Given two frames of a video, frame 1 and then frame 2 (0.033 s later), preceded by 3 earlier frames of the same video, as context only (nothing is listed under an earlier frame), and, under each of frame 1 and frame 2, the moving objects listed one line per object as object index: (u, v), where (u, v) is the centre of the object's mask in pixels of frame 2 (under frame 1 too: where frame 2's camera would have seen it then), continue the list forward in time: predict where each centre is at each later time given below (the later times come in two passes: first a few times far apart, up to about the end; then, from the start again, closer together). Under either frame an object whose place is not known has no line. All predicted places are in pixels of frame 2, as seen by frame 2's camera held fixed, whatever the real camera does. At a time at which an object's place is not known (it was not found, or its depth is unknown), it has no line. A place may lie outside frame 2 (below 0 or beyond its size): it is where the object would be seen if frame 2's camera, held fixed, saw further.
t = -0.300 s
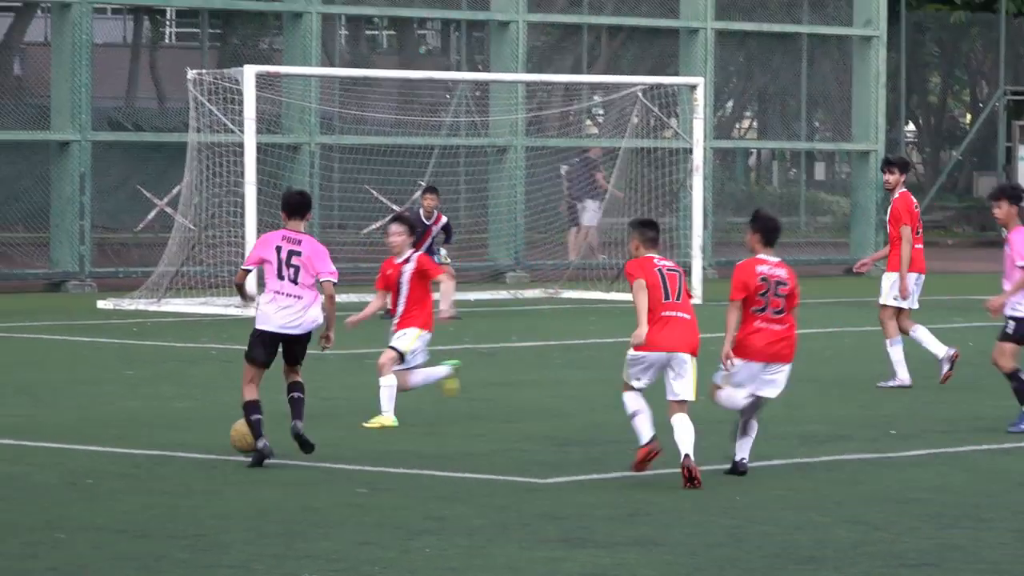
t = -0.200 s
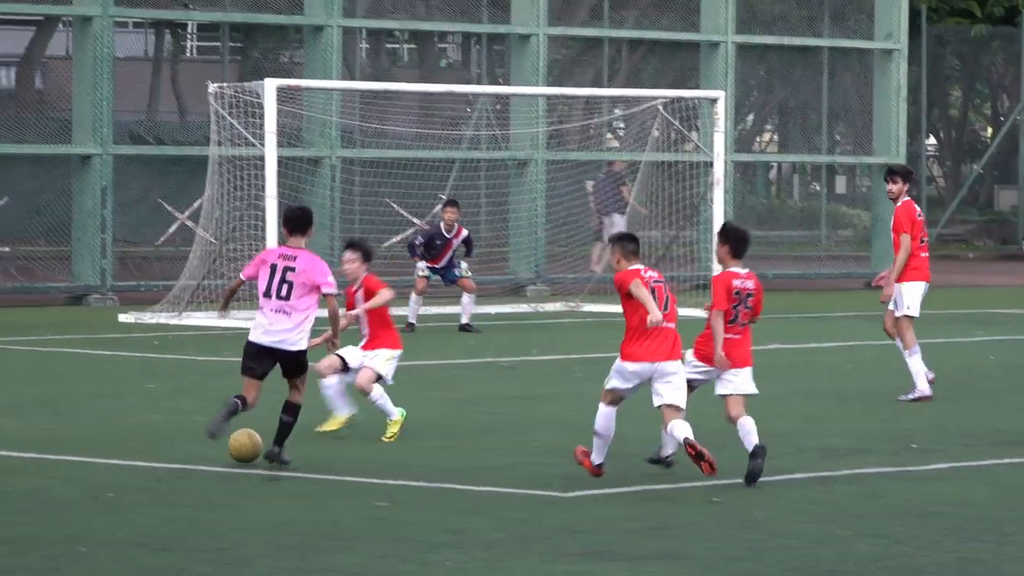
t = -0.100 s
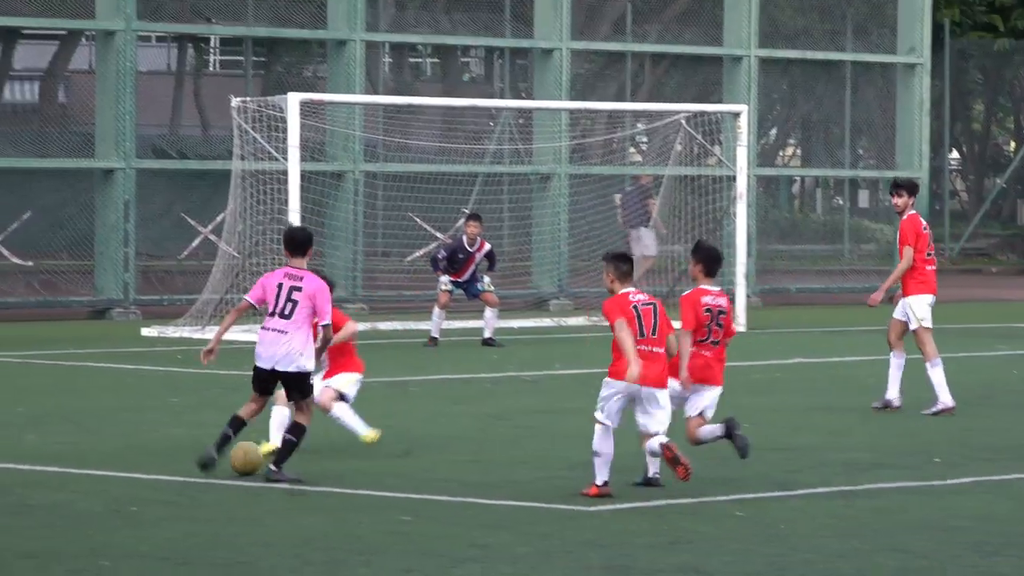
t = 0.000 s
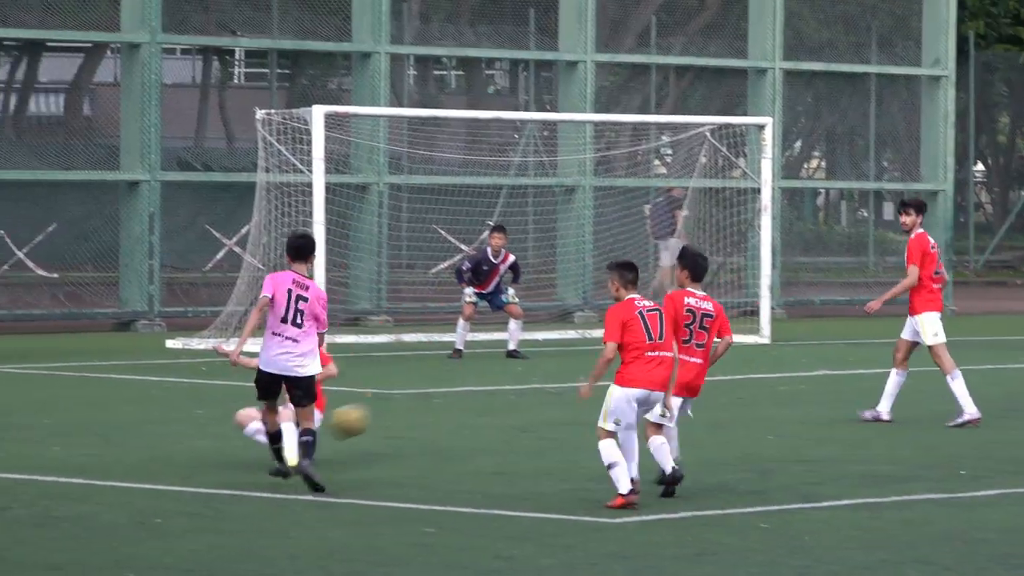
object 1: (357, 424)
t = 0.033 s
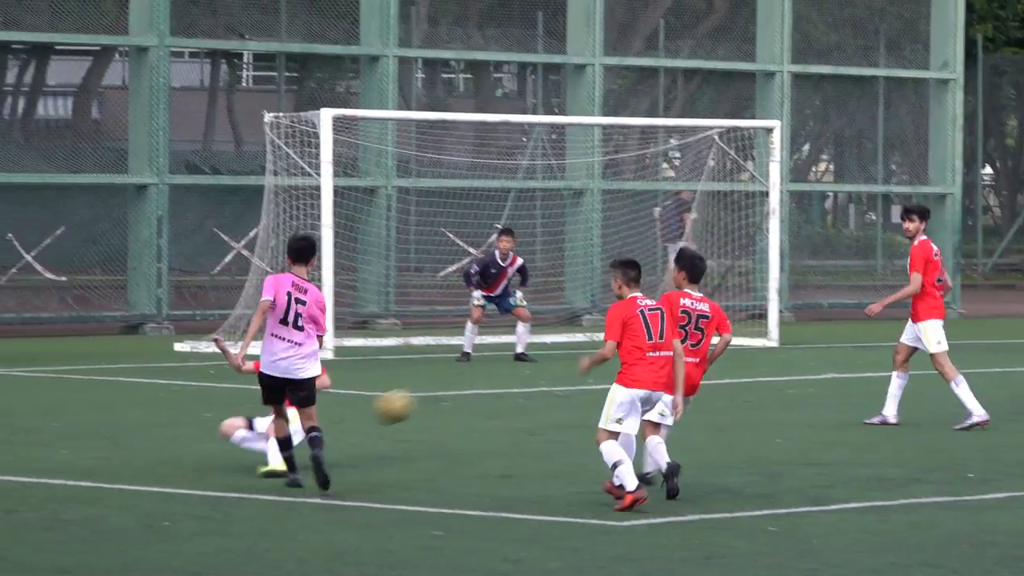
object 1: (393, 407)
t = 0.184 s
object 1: (552, 348)
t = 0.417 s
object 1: (775, 321)
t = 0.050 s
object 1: (412, 398)
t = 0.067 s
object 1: (430, 390)
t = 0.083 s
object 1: (448, 383)
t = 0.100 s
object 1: (465, 375)
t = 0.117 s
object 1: (482, 369)
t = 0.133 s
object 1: (498, 364)
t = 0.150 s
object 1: (516, 358)
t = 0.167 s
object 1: (536, 354)
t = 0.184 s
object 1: (552, 348)
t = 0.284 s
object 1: (653, 327)
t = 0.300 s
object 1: (666, 324)
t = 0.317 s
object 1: (680, 323)
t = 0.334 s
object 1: (697, 321)
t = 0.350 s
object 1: (713, 321)
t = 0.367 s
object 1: (729, 320)
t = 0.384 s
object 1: (744, 320)
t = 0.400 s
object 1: (756, 321)
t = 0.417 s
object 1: (775, 321)
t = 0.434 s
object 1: (791, 322)
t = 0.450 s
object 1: (804, 323)
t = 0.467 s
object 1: (818, 324)
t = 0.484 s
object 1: (834, 326)
